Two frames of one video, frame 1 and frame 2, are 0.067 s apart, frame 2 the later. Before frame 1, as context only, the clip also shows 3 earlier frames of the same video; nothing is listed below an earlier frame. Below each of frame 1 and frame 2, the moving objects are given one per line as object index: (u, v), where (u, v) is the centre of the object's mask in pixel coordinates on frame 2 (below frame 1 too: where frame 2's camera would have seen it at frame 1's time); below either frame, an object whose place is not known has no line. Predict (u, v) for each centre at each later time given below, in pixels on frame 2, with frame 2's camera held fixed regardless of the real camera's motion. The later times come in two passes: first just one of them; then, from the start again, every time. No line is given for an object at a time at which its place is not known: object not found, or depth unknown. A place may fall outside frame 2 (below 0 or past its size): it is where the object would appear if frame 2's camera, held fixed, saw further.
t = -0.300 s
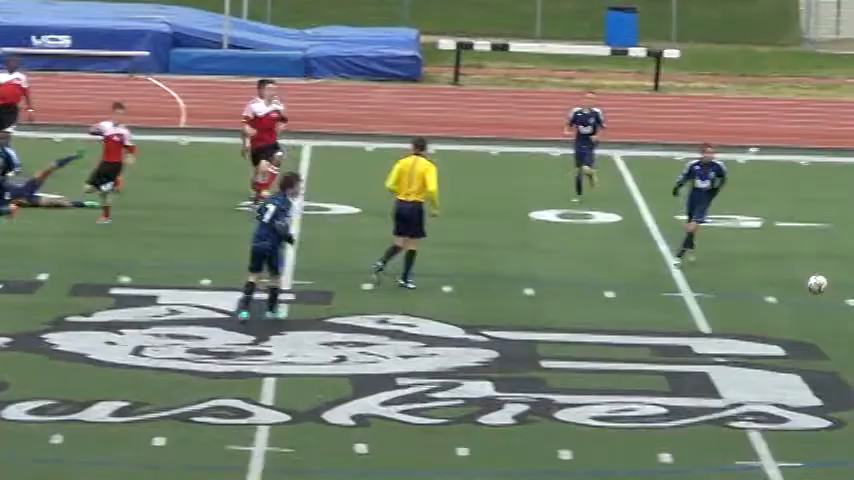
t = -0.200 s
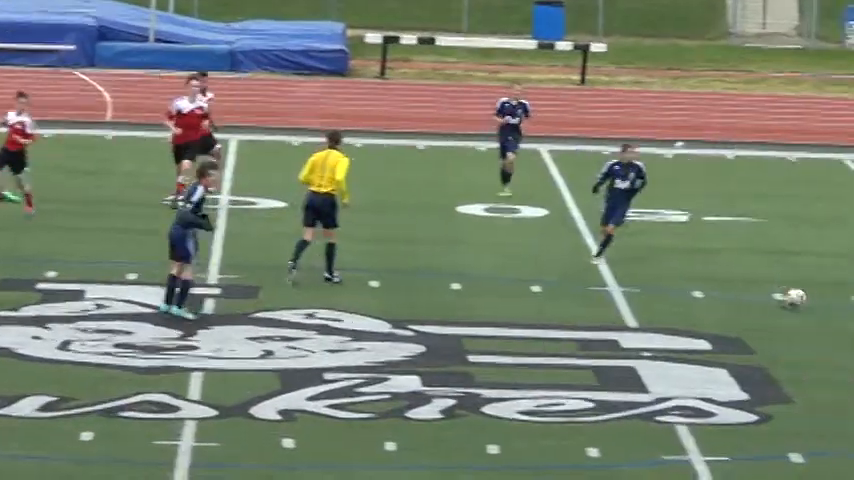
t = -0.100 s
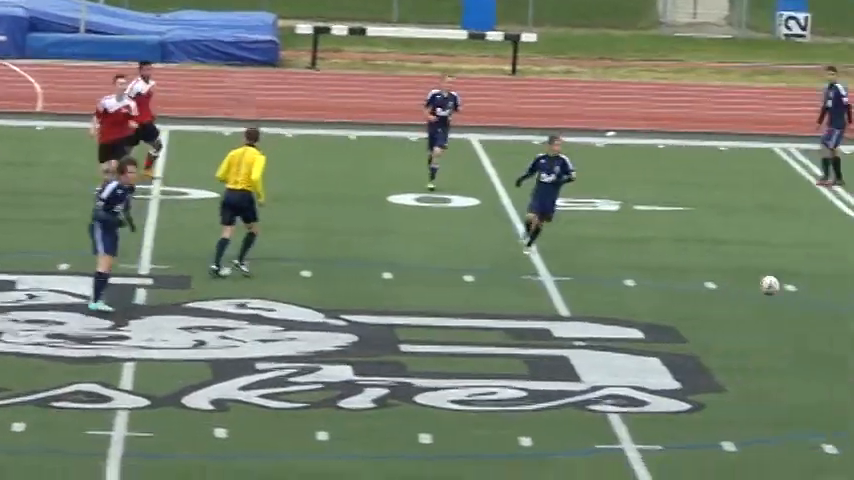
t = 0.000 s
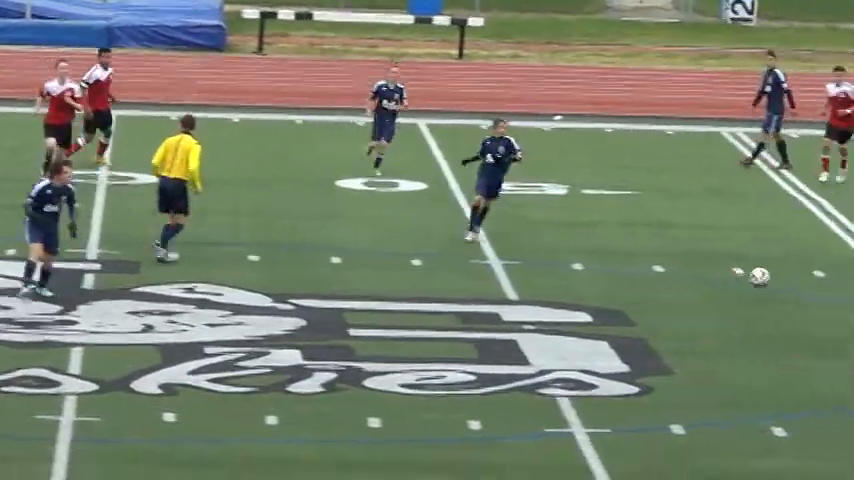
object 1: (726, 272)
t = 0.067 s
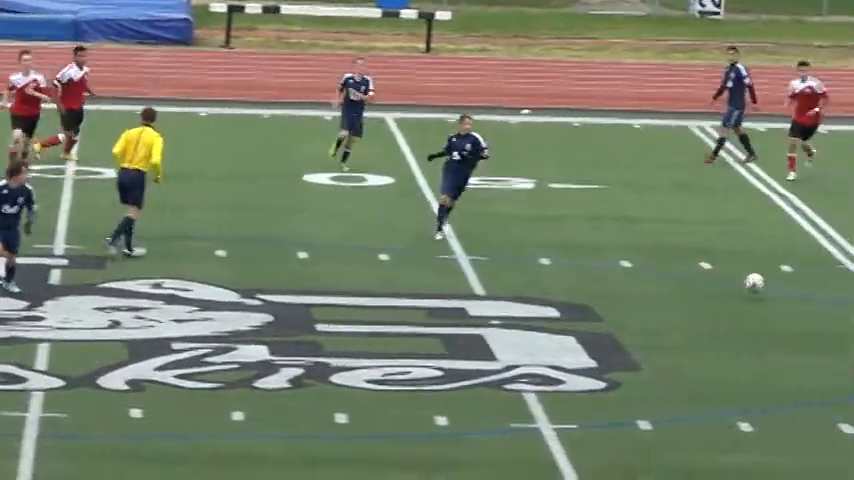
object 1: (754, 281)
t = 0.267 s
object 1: (840, 303)
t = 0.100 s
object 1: (768, 290)
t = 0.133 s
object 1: (783, 296)
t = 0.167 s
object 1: (797, 295)
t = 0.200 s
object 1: (811, 298)
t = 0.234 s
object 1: (826, 300)
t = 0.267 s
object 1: (840, 303)
